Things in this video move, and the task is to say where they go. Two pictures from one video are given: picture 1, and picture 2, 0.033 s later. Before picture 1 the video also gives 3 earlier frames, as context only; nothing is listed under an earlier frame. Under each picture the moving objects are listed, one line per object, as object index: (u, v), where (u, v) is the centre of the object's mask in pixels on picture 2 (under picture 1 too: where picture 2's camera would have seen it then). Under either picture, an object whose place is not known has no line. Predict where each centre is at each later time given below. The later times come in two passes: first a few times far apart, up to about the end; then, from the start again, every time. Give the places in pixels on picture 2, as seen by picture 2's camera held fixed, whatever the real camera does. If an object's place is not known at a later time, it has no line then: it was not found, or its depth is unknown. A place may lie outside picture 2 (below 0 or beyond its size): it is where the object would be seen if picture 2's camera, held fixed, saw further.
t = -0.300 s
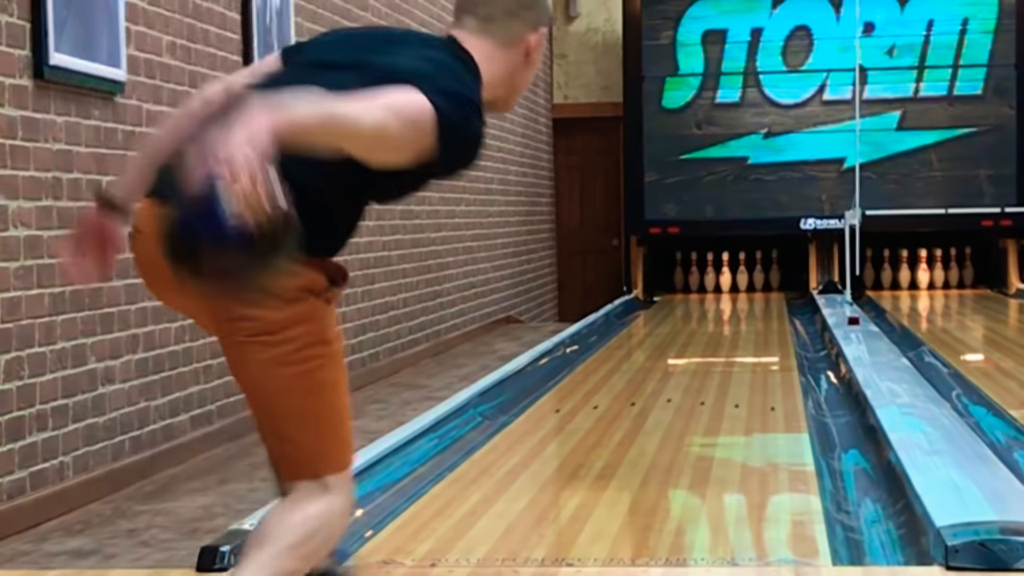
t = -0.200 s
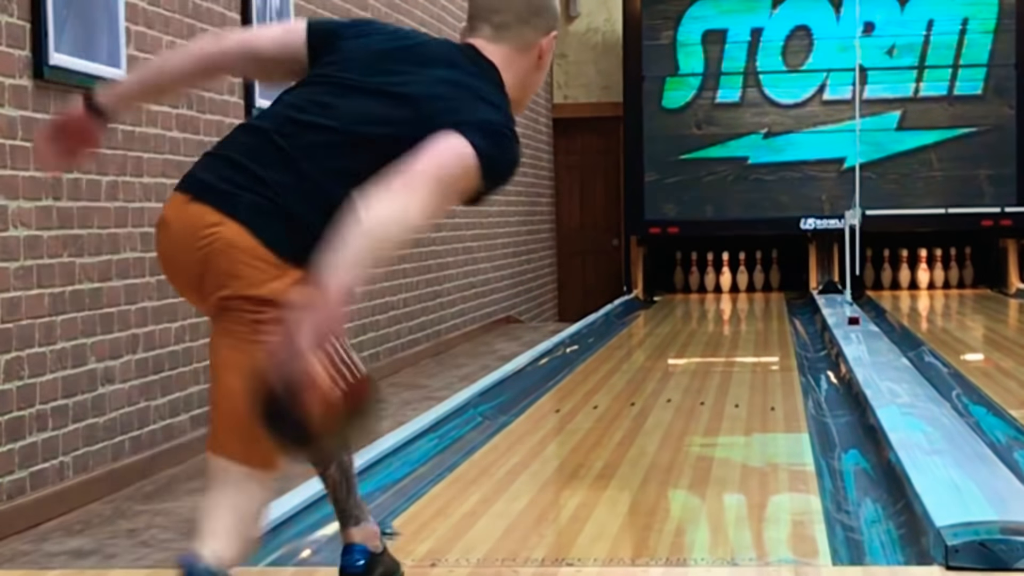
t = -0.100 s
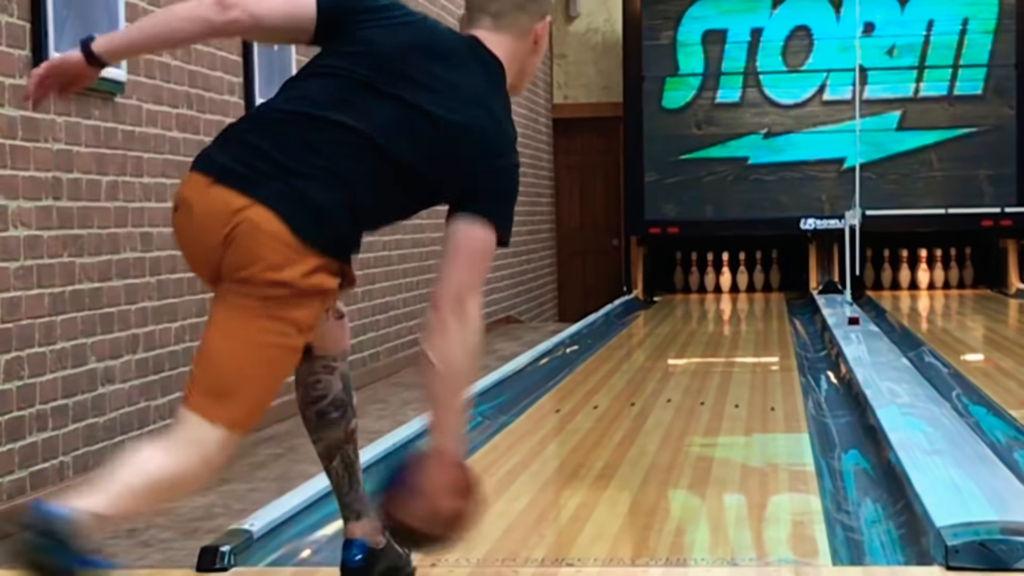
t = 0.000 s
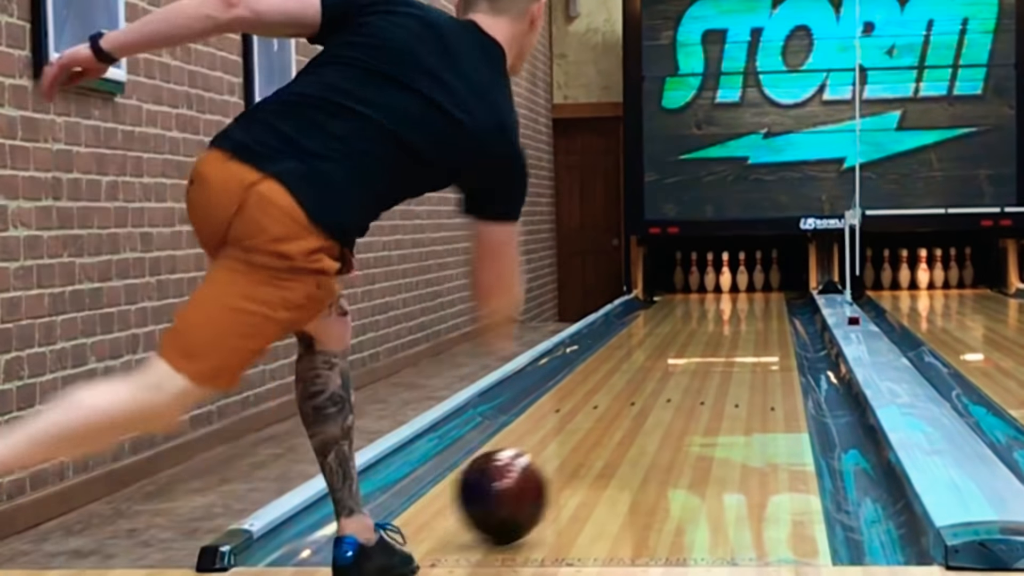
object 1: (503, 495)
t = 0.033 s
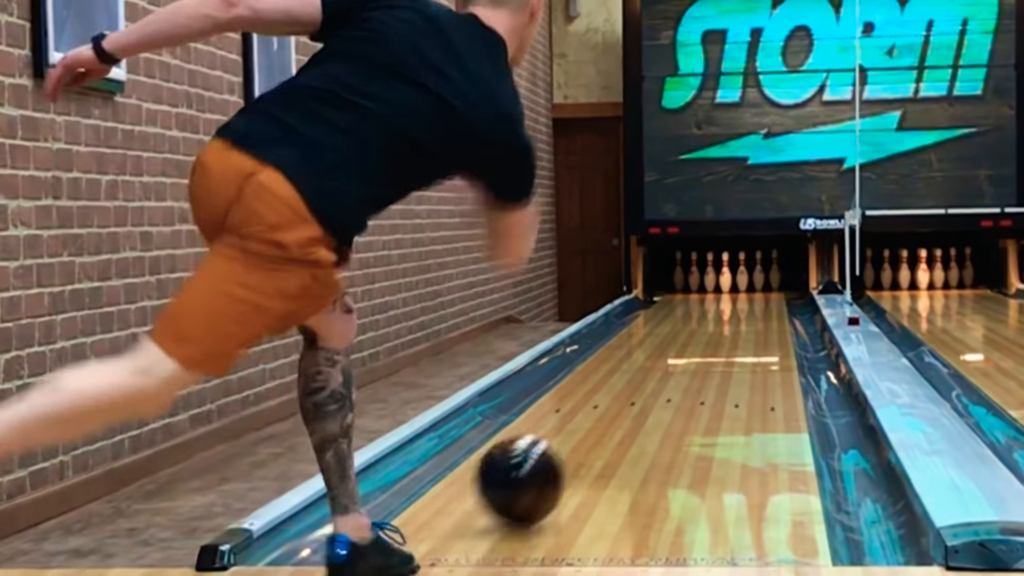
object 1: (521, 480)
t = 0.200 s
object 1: (589, 434)
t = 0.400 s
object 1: (646, 394)
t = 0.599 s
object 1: (683, 366)
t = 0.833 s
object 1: (714, 343)
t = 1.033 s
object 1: (733, 327)
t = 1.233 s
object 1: (747, 316)
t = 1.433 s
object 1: (757, 306)
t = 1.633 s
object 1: (762, 299)
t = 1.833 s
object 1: (762, 293)
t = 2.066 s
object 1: (752, 286)
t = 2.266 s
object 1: (738, 283)
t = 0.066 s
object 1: (537, 473)
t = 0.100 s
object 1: (552, 464)
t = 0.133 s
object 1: (565, 452)
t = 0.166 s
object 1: (578, 442)
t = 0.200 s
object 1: (589, 434)
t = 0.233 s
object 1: (600, 427)
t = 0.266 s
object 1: (611, 419)
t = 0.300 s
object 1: (621, 413)
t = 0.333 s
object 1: (630, 406)
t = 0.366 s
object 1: (638, 400)
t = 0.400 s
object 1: (646, 394)
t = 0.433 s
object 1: (653, 389)
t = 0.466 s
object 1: (660, 383)
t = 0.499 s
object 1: (666, 379)
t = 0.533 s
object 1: (673, 375)
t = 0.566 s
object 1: (678, 370)
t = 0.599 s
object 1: (683, 366)
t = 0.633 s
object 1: (688, 363)
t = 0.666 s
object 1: (694, 359)
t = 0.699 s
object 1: (698, 355)
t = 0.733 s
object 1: (702, 352)
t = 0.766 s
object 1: (707, 349)
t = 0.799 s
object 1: (711, 346)
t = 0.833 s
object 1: (714, 343)
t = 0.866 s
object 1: (718, 340)
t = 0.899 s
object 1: (721, 337)
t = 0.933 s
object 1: (724, 334)
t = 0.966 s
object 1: (728, 332)
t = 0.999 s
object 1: (730, 329)
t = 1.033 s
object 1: (733, 327)
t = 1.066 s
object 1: (736, 325)
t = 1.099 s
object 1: (738, 323)
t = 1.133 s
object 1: (741, 322)
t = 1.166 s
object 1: (743, 319)
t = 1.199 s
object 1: (745, 318)
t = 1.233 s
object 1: (747, 316)
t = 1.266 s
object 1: (749, 314)
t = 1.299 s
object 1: (751, 312)
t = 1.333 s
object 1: (752, 311)
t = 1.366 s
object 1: (754, 309)
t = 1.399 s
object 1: (755, 308)
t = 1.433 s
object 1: (757, 306)
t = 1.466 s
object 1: (758, 305)
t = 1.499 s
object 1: (759, 304)
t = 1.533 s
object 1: (761, 302)
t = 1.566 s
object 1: (761, 301)
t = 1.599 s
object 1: (761, 300)
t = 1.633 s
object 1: (762, 299)
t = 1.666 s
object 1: (762, 298)
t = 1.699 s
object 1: (763, 297)
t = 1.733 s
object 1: (763, 296)
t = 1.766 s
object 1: (763, 295)
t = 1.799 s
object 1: (763, 294)
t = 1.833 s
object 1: (762, 293)
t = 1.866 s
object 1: (762, 292)
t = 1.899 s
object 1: (761, 292)
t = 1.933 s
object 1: (759, 290)
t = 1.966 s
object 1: (757, 289)
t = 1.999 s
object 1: (755, 288)
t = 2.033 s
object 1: (754, 287)
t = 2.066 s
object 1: (752, 286)
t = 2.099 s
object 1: (749, 286)
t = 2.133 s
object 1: (747, 285)
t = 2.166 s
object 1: (744, 284)
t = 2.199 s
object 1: (742, 285)
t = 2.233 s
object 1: (740, 283)
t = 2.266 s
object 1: (738, 283)
